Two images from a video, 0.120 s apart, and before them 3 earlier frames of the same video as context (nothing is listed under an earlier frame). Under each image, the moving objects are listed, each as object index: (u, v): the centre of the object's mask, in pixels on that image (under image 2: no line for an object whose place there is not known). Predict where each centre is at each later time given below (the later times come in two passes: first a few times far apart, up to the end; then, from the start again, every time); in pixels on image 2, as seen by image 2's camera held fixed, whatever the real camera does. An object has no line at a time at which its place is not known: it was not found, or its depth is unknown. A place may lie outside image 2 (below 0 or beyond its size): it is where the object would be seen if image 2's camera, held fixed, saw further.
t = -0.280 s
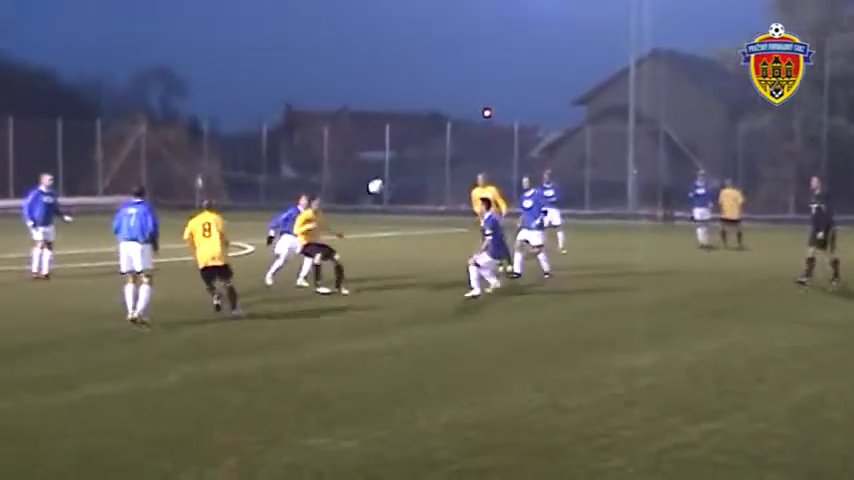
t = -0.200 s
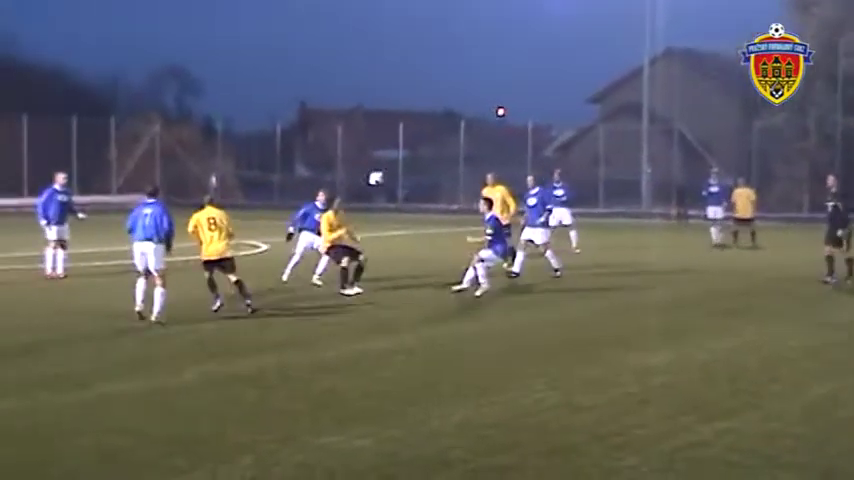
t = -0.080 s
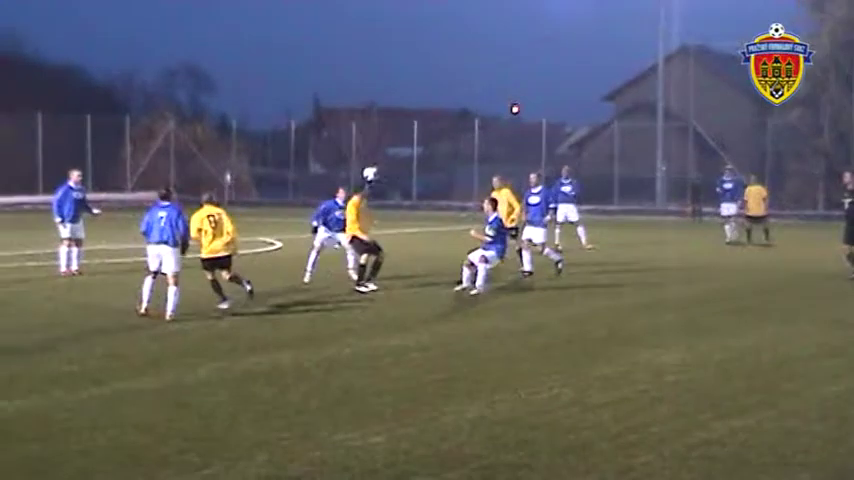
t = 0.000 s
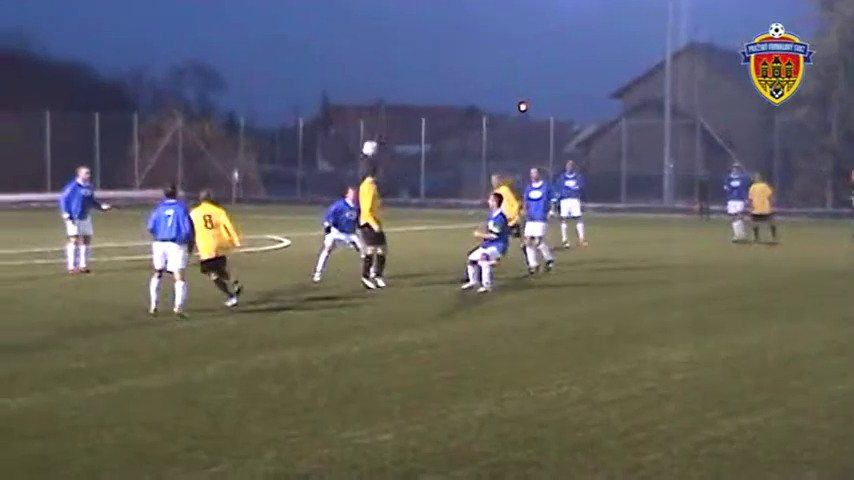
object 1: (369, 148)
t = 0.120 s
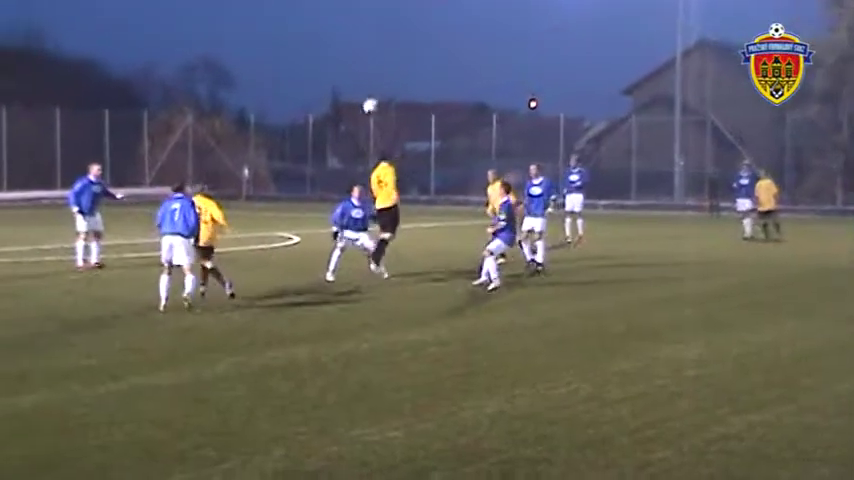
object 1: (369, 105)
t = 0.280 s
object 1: (356, 68)
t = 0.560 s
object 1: (335, 44)
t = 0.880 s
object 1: (311, 73)
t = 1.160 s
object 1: (292, 142)
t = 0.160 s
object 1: (366, 94)
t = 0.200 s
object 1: (362, 84)
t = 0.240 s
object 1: (359, 75)
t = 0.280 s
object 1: (356, 68)
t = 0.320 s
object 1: (353, 62)
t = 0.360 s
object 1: (350, 55)
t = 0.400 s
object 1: (347, 53)
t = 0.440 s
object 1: (344, 50)
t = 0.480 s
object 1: (341, 46)
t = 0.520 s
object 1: (338, 44)
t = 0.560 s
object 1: (335, 44)
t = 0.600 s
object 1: (331, 44)
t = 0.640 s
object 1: (328, 46)
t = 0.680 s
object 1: (326, 48)
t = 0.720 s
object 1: (322, 51)
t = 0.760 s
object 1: (319, 55)
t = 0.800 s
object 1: (316, 60)
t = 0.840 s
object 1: (313, 66)
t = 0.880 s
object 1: (311, 73)
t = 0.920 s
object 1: (308, 79)
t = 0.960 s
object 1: (305, 88)
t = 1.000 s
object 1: (302, 98)
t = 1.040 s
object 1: (300, 108)
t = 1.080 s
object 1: (297, 118)
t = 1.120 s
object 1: (295, 129)
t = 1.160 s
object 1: (292, 142)
